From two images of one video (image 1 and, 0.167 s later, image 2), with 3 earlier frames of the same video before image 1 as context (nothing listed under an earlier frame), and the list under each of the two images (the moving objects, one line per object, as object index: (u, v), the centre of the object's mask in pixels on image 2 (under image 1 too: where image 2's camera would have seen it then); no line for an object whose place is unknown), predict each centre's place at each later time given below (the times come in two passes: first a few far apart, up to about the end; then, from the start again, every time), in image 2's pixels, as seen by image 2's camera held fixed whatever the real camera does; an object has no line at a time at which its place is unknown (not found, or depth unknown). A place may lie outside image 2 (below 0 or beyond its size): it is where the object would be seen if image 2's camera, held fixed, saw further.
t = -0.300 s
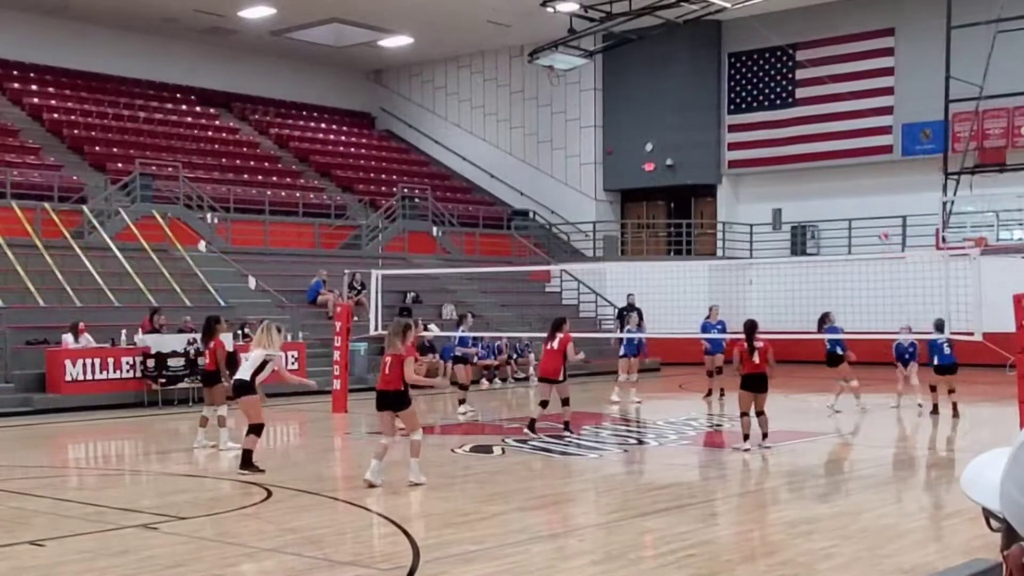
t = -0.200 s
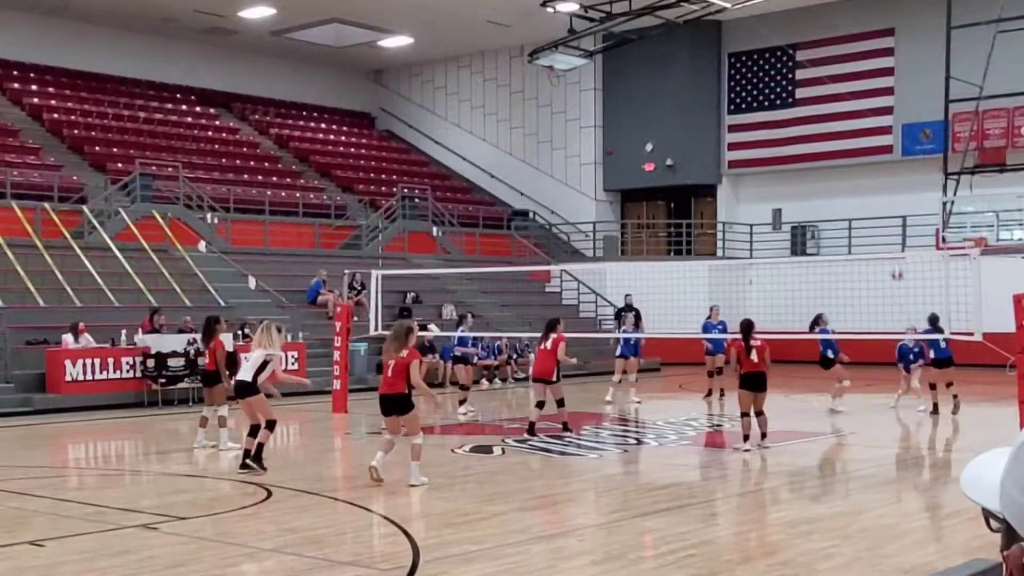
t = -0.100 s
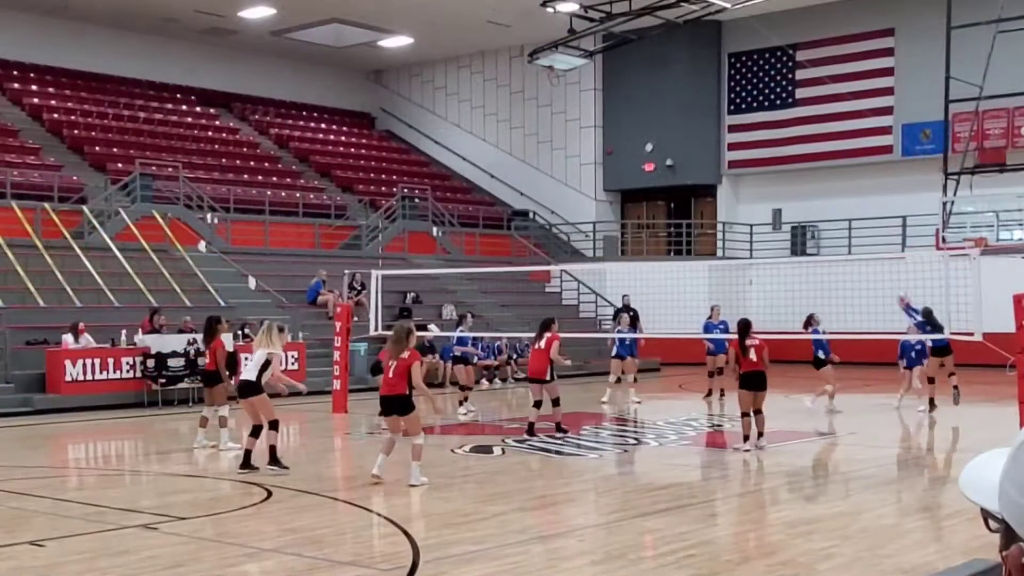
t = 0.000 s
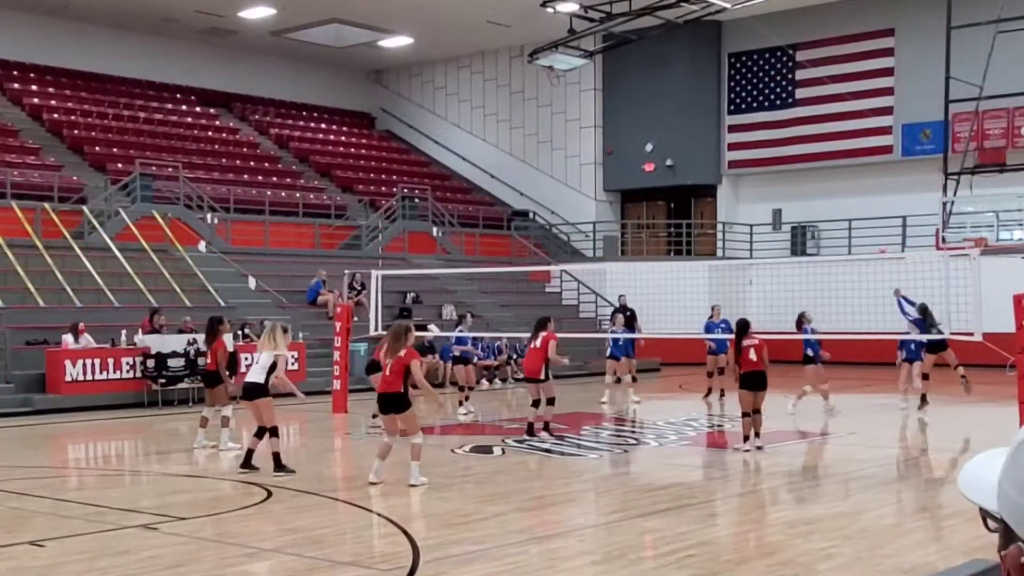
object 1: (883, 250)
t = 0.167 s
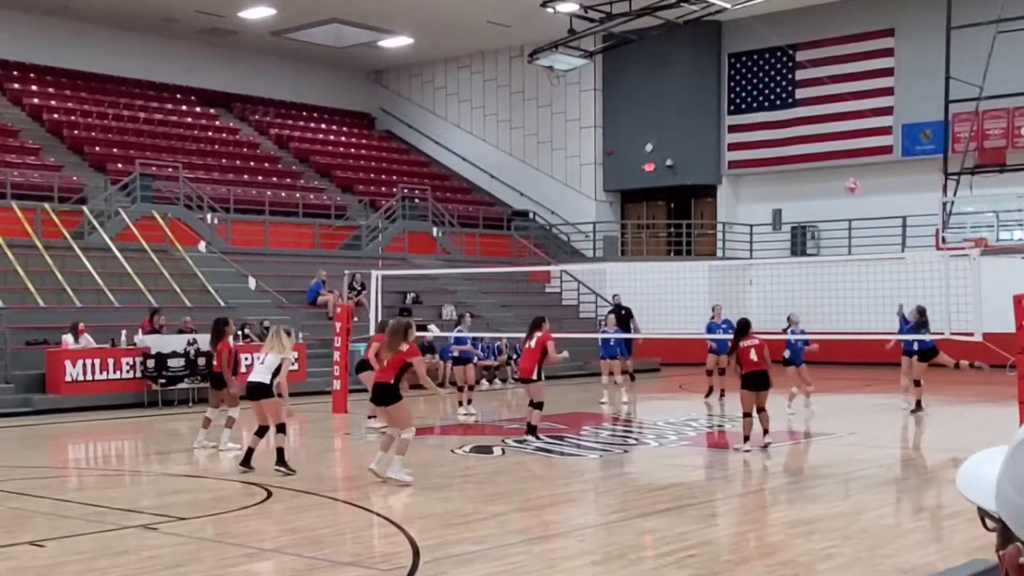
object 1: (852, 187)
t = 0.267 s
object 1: (832, 155)
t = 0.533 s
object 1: (777, 103)
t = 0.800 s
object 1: (720, 104)
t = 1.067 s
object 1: (661, 165)
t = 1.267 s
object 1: (612, 258)
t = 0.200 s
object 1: (845, 174)
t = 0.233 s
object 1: (839, 163)
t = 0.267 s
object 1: (832, 155)
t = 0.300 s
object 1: (825, 146)
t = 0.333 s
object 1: (819, 138)
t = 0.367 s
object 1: (811, 130)
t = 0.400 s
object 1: (805, 122)
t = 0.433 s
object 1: (799, 118)
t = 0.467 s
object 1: (791, 111)
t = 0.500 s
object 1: (784, 105)
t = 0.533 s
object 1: (777, 103)
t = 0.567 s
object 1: (770, 100)
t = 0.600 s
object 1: (763, 98)
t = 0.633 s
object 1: (757, 97)
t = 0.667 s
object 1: (749, 97)
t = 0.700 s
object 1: (742, 97)
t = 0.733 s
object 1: (735, 98)
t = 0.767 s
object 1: (728, 101)
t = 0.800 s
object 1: (720, 104)
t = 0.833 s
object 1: (712, 108)
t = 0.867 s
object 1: (705, 113)
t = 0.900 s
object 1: (698, 119)
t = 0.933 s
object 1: (690, 126)
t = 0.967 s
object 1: (682, 135)
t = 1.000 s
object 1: (675, 144)
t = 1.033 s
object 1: (667, 154)
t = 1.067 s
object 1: (661, 165)
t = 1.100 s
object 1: (651, 177)
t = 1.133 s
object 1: (643, 193)
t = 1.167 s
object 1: (636, 208)
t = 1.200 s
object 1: (628, 223)
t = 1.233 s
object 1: (620, 241)
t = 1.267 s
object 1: (612, 258)
